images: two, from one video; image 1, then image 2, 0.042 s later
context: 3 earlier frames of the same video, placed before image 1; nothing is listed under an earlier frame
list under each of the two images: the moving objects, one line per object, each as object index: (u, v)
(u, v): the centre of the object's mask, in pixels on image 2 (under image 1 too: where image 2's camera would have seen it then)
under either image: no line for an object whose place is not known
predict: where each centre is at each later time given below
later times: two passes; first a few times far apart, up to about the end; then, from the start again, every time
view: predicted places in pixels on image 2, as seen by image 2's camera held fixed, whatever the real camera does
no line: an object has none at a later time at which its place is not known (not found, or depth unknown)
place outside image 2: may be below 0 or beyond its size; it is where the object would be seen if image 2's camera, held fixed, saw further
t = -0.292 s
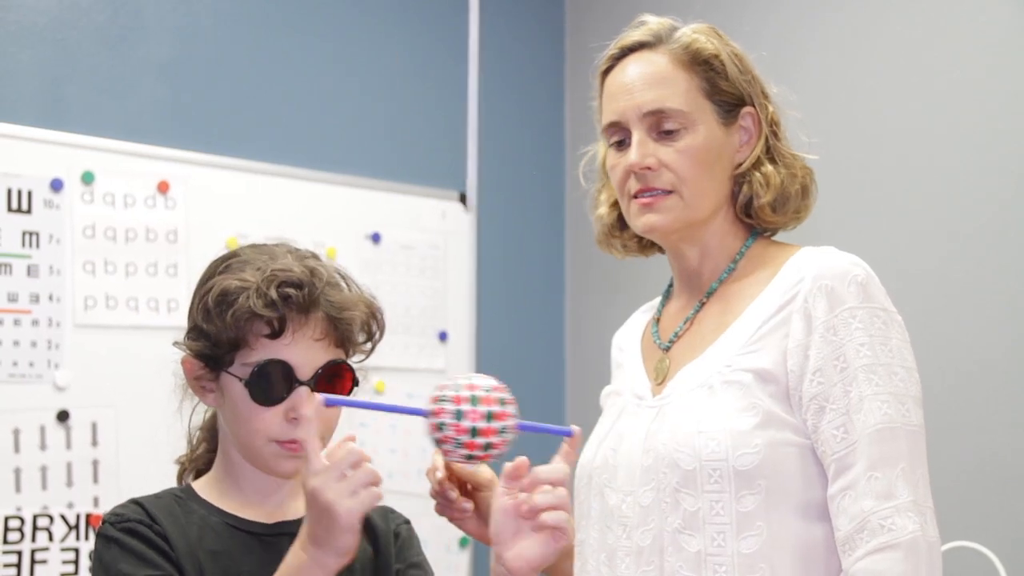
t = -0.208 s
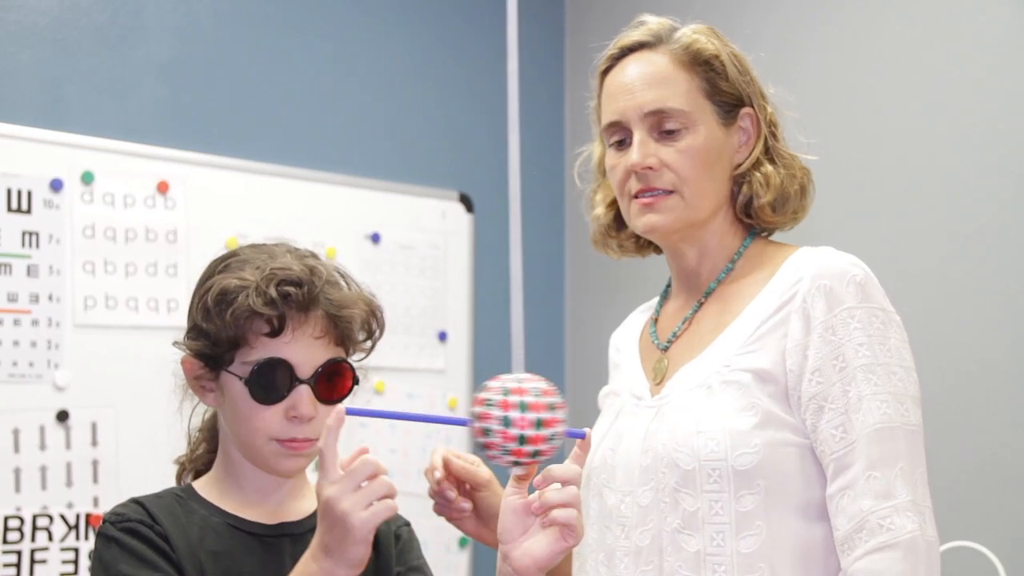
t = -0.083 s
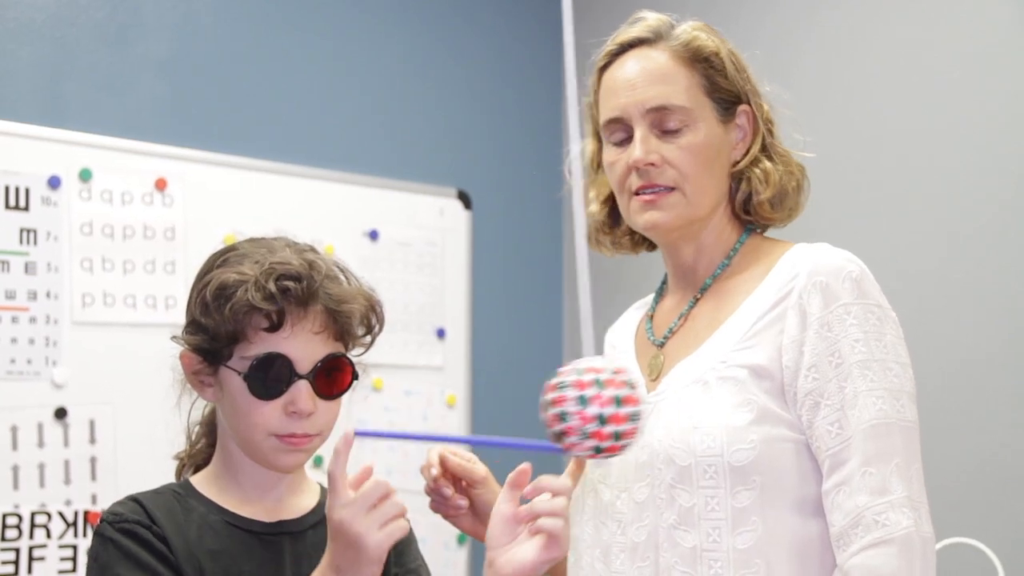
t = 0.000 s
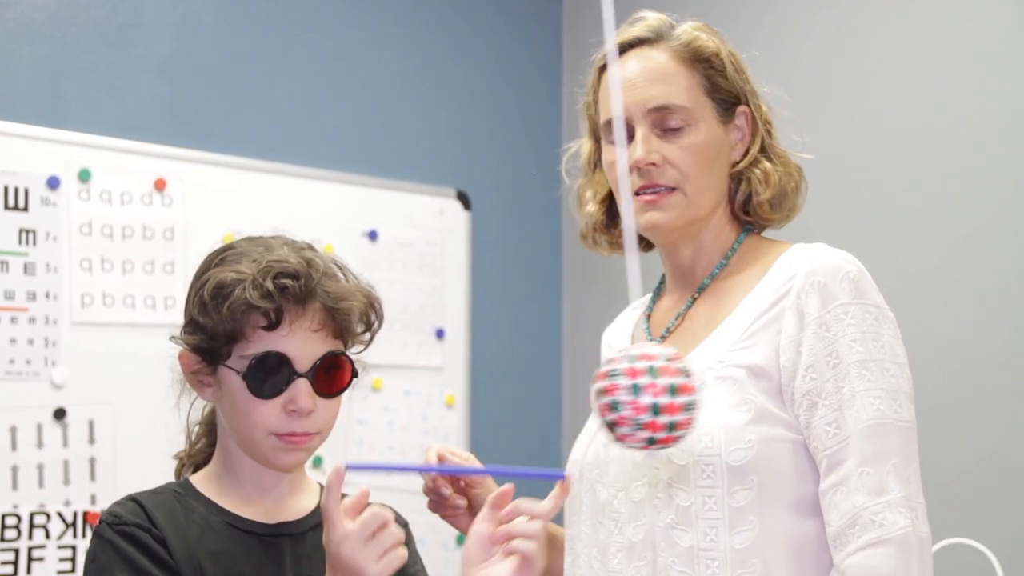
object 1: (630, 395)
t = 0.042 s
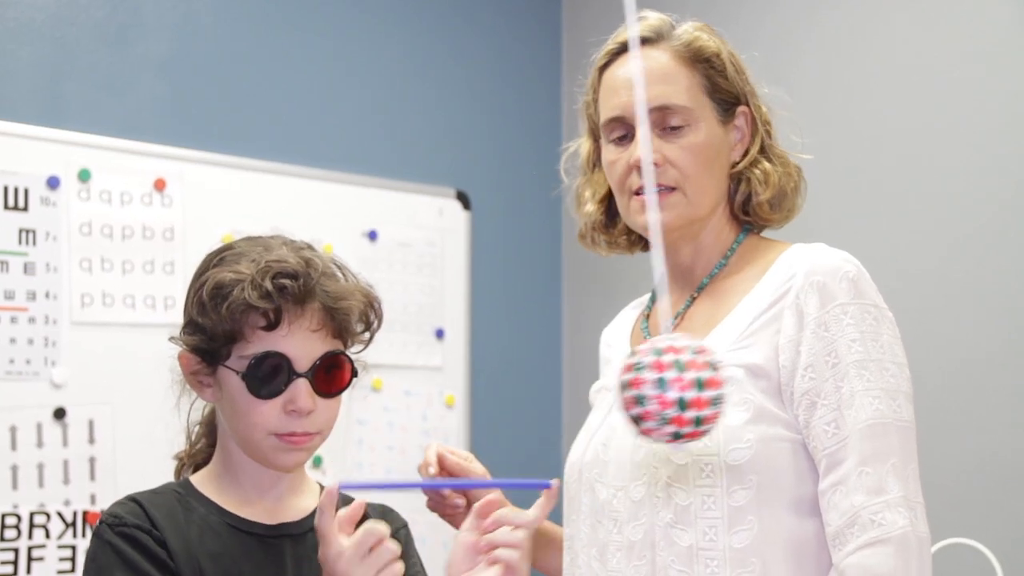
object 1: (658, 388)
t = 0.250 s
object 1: (759, 350)
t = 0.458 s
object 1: (772, 337)
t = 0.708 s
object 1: (659, 372)
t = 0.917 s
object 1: (519, 409)
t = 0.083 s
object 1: (682, 381)
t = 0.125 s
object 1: (706, 372)
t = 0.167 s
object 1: (726, 365)
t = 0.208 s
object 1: (745, 356)
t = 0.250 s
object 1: (759, 350)
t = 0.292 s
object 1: (771, 343)
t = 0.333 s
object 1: (779, 339)
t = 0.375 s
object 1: (782, 337)
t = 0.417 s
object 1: (780, 336)
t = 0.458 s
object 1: (772, 337)
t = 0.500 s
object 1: (761, 340)
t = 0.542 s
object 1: (748, 344)
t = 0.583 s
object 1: (728, 350)
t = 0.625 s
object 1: (707, 356)
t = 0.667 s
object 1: (683, 363)
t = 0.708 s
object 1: (659, 372)
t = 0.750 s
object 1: (633, 381)
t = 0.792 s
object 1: (602, 389)
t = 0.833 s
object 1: (572, 397)
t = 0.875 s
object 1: (544, 403)
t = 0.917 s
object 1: (519, 409)
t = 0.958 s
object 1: (494, 412)
